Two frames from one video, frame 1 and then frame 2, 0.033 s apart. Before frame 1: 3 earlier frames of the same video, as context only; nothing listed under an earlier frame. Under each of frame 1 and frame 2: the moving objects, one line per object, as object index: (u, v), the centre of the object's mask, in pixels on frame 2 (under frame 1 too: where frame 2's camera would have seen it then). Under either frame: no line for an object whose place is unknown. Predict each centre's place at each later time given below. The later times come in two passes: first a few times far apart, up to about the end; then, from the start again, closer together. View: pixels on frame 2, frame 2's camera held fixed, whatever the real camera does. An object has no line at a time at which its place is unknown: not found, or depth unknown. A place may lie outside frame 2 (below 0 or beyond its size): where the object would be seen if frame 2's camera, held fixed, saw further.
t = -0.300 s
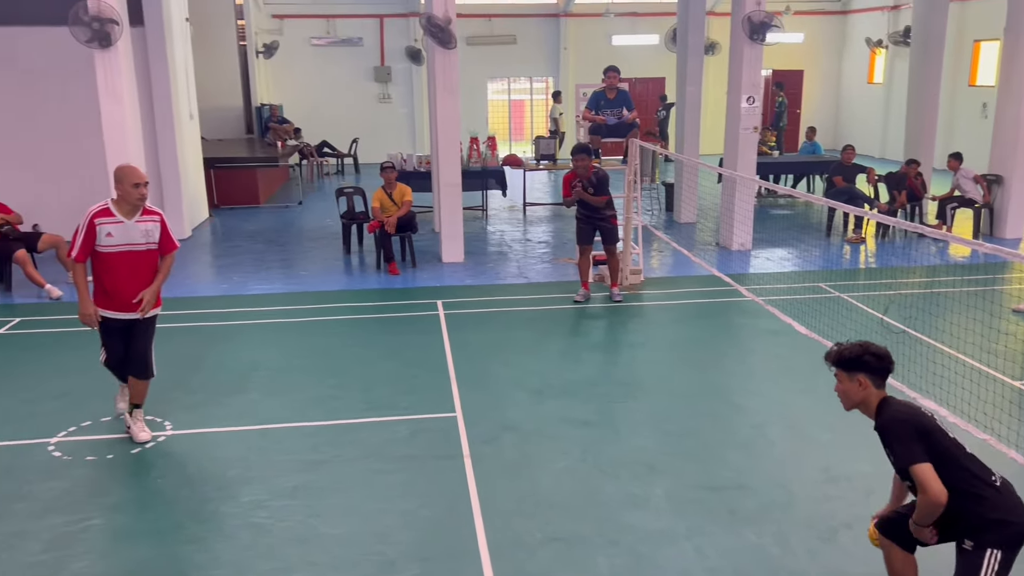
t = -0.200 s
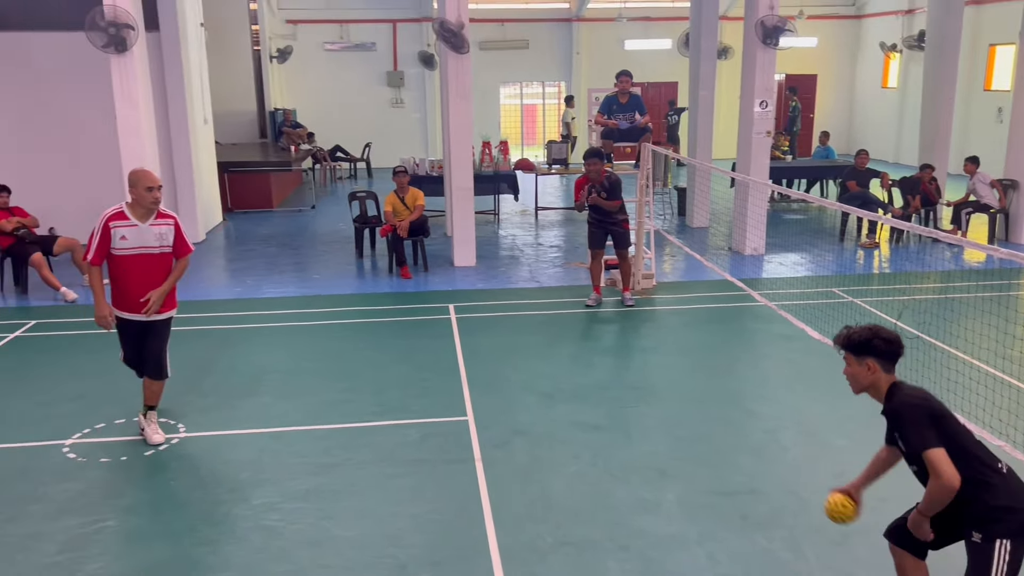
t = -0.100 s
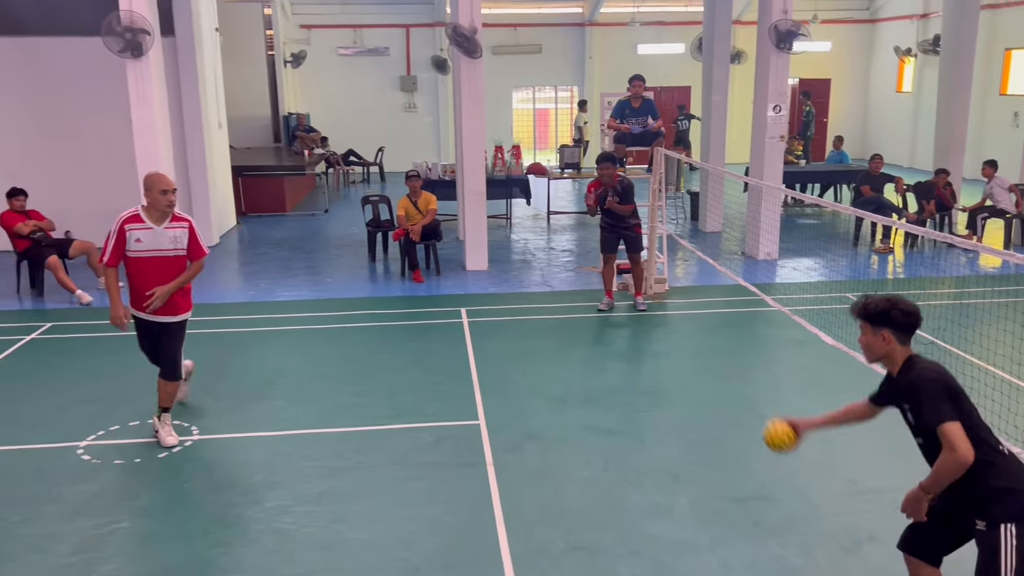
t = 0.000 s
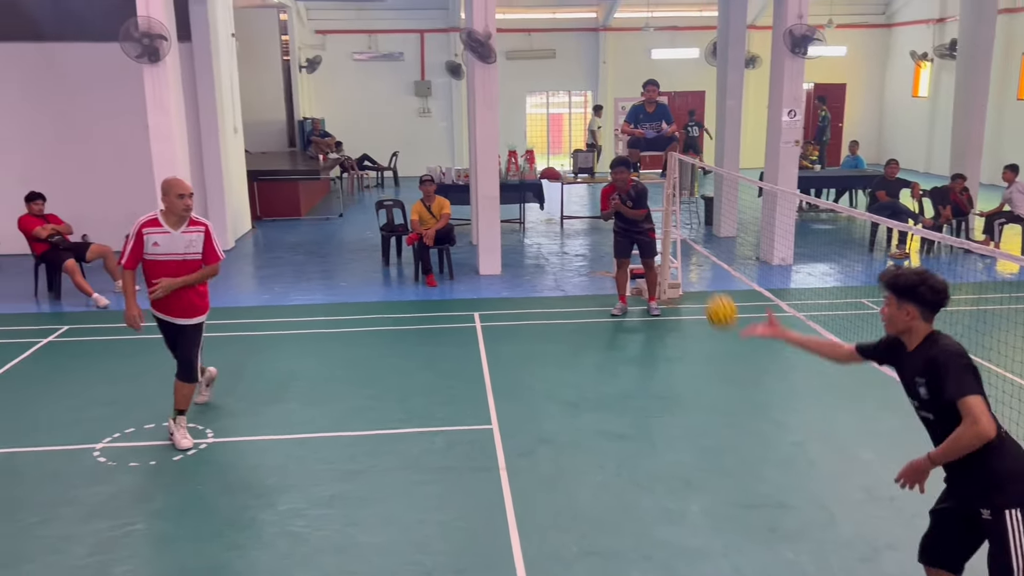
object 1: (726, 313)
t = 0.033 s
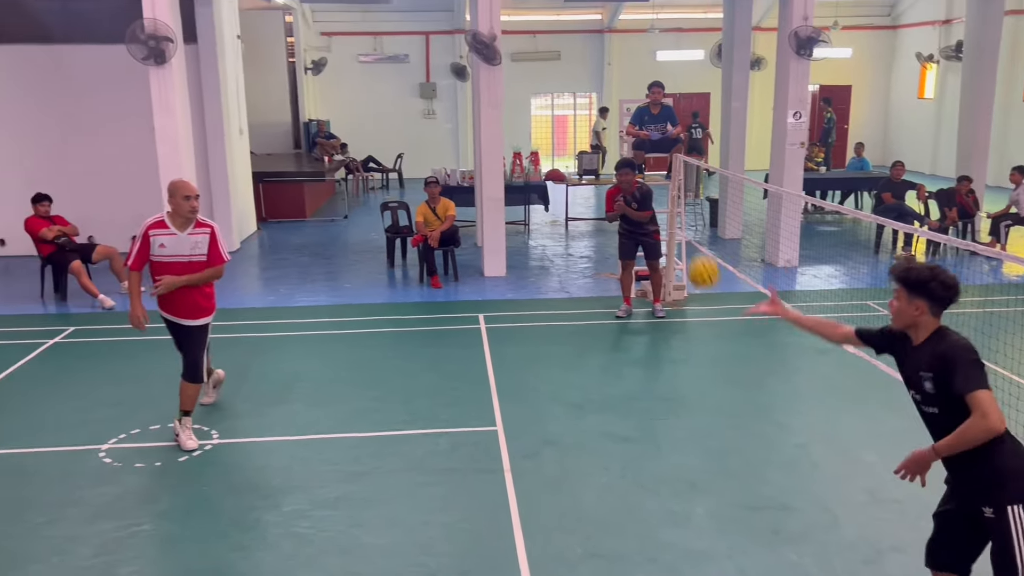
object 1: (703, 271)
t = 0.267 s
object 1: (548, 61)
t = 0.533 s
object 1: (384, -16)
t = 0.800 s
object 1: (249, 66)
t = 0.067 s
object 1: (681, 234)
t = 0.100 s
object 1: (658, 198)
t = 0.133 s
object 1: (635, 166)
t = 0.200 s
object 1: (592, 109)
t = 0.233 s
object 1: (570, 83)
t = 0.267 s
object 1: (548, 61)
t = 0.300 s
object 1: (526, 42)
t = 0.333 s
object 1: (504, 26)
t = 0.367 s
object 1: (483, 12)
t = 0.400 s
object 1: (463, 1)
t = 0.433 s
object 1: (443, -8)
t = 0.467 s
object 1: (422, -13)
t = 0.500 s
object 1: (403, -15)
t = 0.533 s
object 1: (384, -16)
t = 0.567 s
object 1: (365, -15)
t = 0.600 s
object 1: (347, -10)
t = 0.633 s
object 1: (329, -3)
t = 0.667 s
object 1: (311, 6)
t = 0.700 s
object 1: (296, 20)
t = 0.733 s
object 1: (281, 34)
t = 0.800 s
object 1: (249, 66)
